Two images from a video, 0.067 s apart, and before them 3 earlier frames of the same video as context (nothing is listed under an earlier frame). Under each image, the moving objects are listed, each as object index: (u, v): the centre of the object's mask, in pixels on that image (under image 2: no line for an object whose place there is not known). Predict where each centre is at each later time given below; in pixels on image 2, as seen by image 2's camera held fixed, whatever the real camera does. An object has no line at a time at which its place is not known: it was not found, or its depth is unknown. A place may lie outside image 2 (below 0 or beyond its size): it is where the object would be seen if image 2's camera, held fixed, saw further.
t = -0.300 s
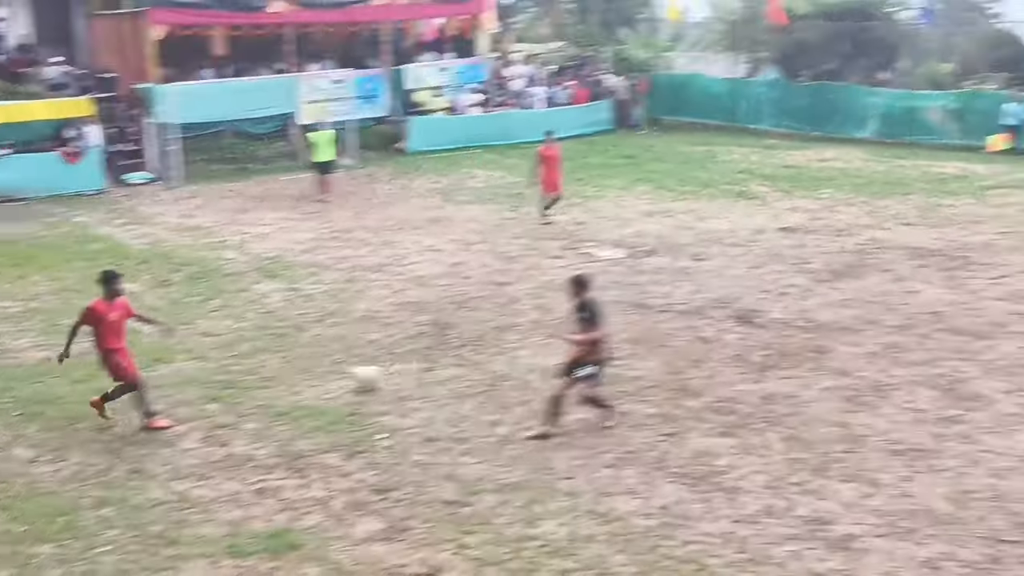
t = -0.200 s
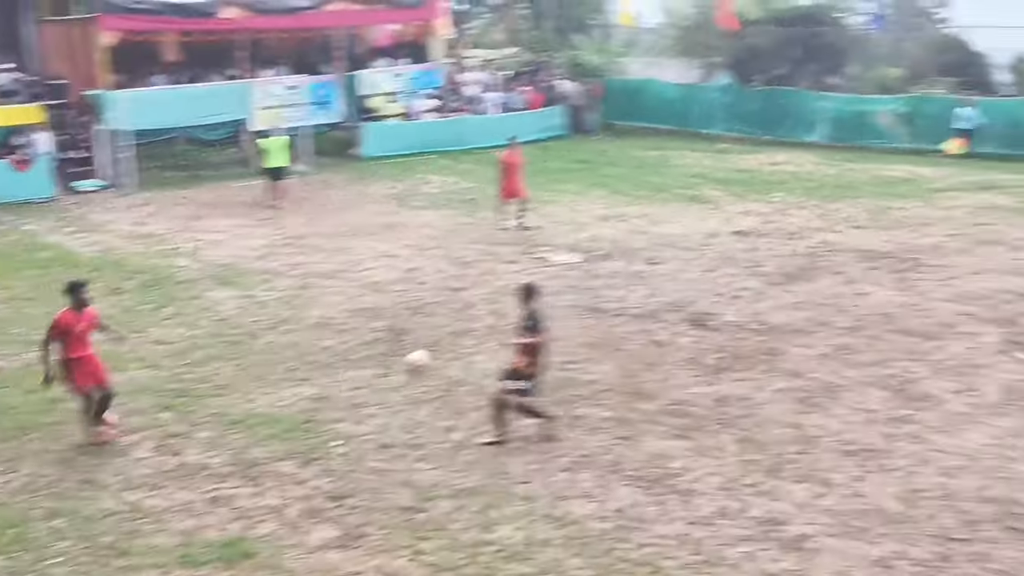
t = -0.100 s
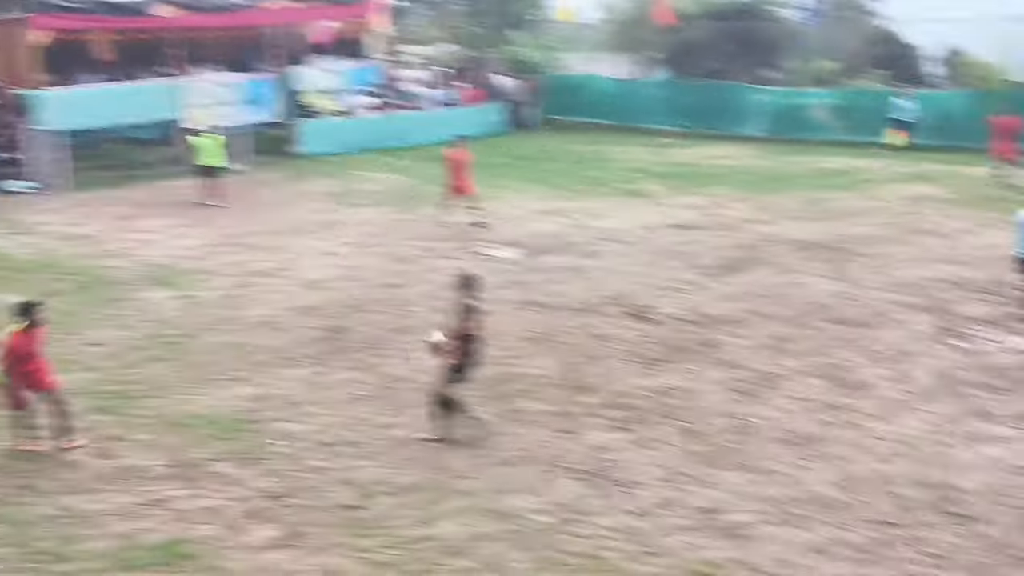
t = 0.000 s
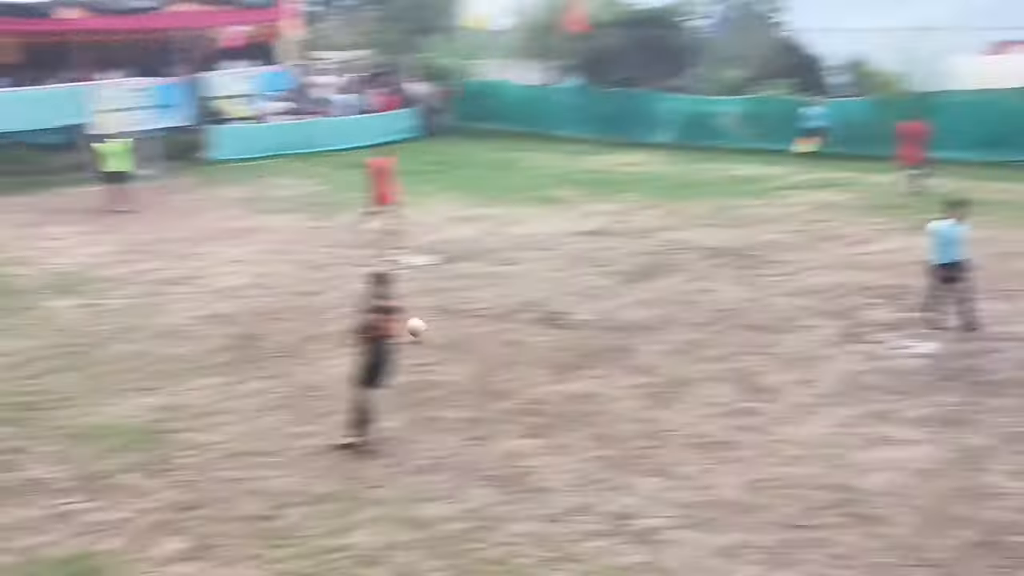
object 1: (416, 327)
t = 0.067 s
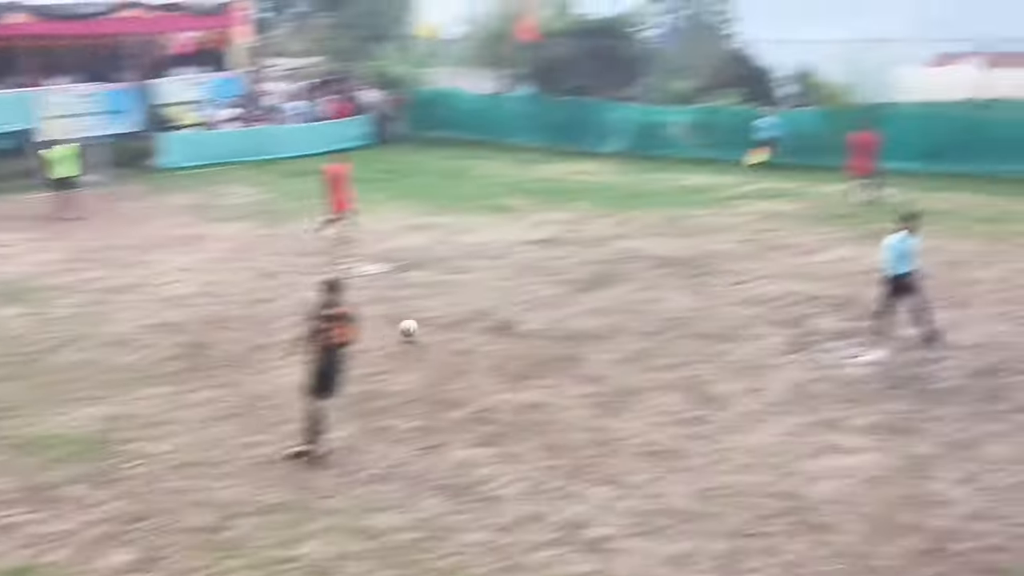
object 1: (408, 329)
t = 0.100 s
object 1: (425, 327)
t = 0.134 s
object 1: (443, 323)
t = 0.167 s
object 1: (457, 316)
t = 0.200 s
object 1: (472, 308)
